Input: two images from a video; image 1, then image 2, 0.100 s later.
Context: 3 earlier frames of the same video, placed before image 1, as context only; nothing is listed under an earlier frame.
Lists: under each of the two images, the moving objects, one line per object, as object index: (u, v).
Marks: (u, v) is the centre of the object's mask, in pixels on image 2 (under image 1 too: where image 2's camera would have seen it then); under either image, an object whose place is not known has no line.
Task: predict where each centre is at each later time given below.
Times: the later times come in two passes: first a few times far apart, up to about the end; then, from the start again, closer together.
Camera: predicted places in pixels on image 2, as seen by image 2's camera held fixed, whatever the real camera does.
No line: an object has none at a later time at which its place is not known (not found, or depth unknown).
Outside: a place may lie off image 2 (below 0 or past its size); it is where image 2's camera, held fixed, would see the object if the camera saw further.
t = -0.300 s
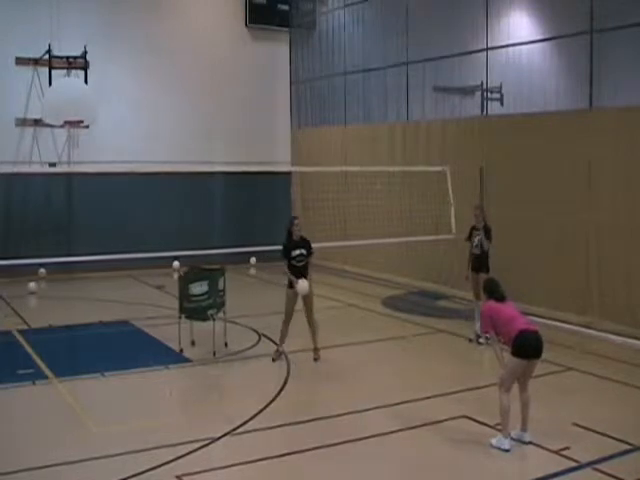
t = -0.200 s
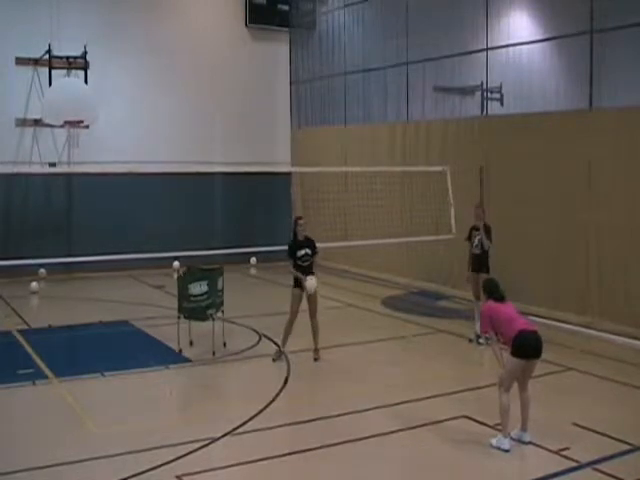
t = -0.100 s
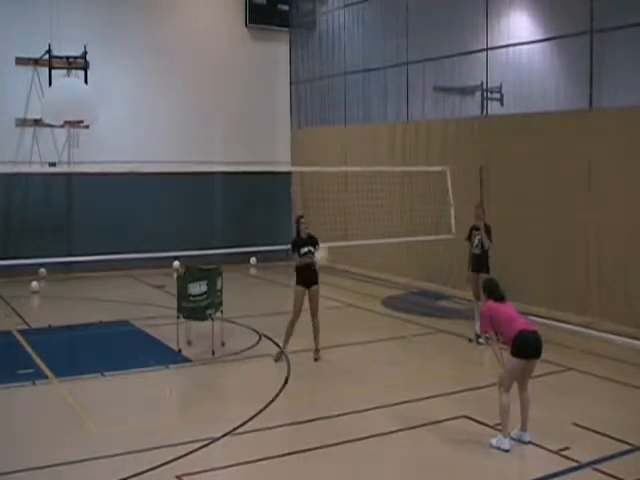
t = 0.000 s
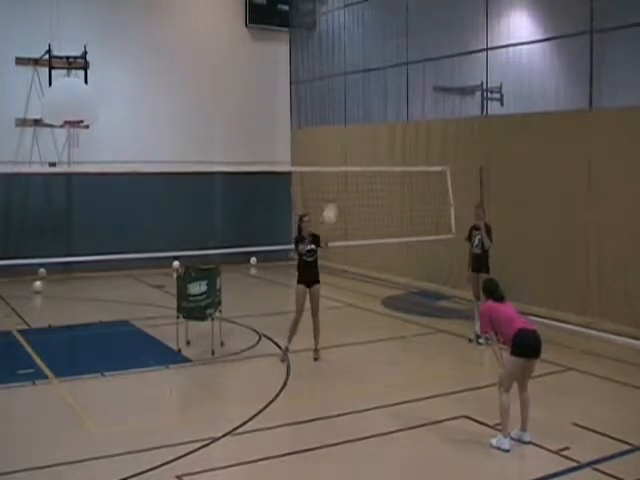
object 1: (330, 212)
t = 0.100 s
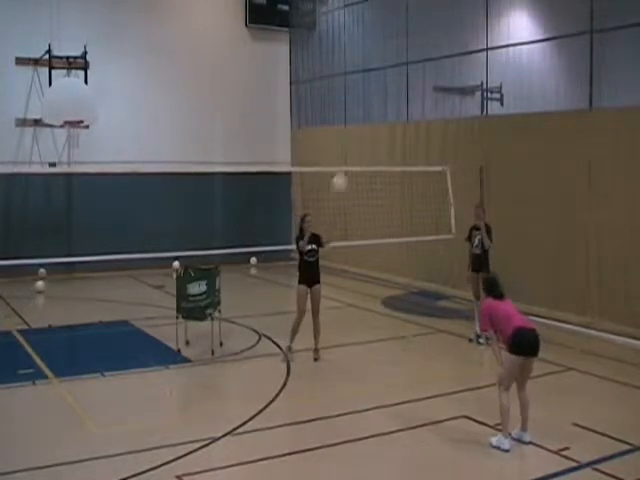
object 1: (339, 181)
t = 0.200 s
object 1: (348, 155)
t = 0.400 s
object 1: (369, 135)
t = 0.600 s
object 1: (390, 152)
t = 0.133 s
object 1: (343, 172)
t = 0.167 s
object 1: (345, 163)
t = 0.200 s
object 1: (348, 155)
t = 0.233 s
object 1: (352, 151)
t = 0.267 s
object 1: (355, 146)
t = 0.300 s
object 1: (359, 141)
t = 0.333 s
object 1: (362, 138)
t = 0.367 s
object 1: (365, 136)
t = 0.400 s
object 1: (369, 135)
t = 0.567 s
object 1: (386, 146)
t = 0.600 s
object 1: (390, 152)
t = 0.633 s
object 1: (392, 160)
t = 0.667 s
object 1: (396, 169)
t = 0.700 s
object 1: (400, 178)
